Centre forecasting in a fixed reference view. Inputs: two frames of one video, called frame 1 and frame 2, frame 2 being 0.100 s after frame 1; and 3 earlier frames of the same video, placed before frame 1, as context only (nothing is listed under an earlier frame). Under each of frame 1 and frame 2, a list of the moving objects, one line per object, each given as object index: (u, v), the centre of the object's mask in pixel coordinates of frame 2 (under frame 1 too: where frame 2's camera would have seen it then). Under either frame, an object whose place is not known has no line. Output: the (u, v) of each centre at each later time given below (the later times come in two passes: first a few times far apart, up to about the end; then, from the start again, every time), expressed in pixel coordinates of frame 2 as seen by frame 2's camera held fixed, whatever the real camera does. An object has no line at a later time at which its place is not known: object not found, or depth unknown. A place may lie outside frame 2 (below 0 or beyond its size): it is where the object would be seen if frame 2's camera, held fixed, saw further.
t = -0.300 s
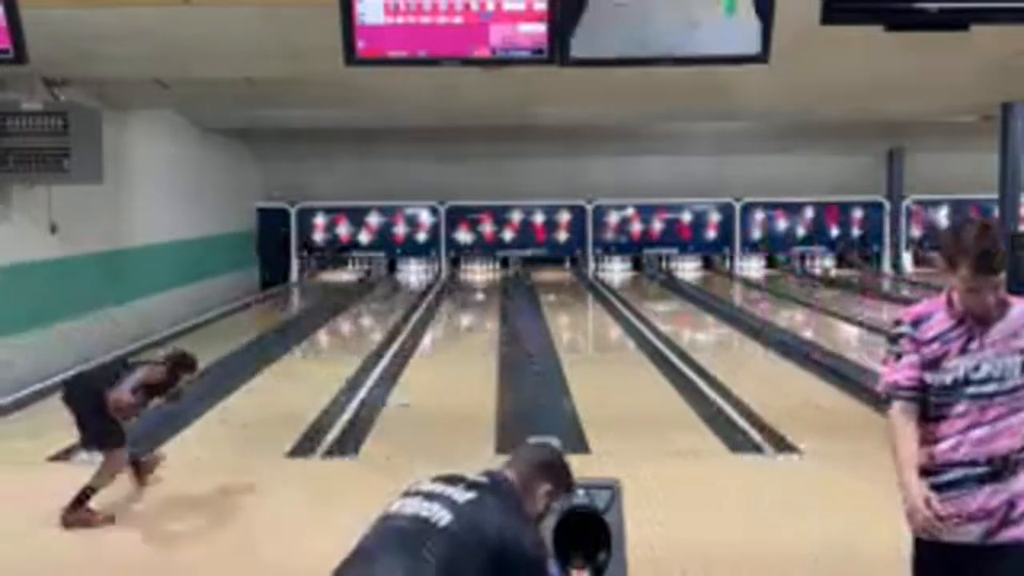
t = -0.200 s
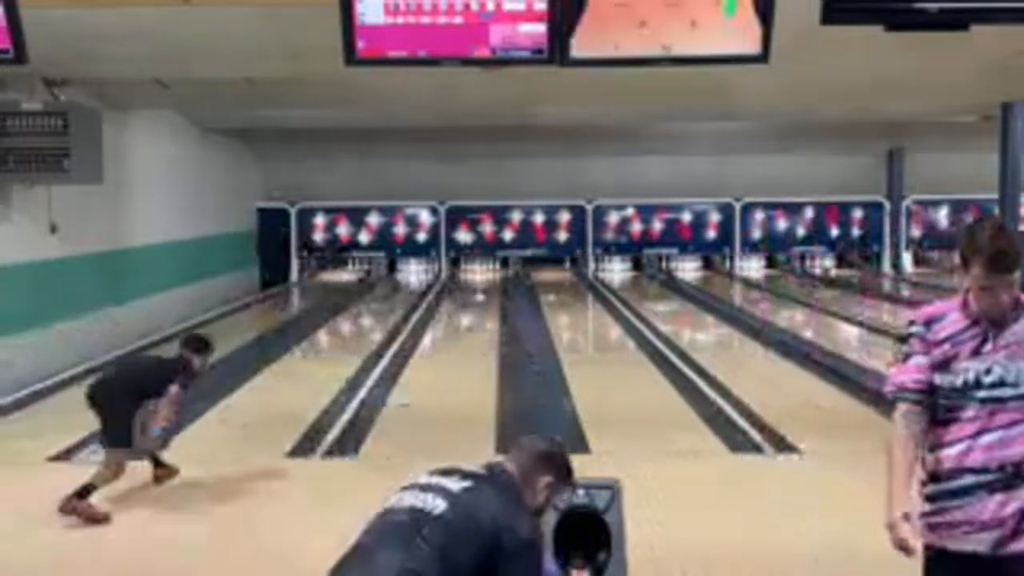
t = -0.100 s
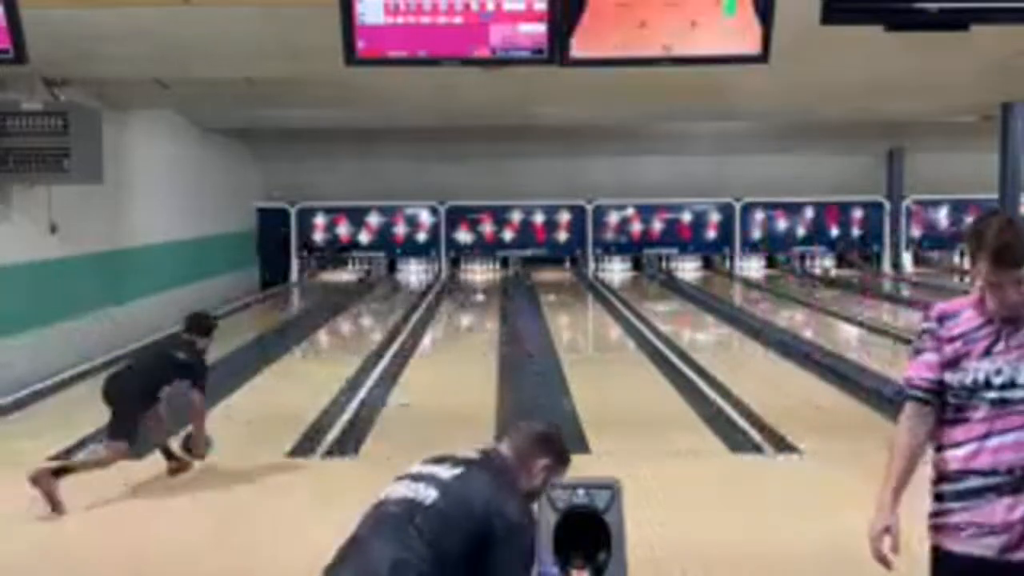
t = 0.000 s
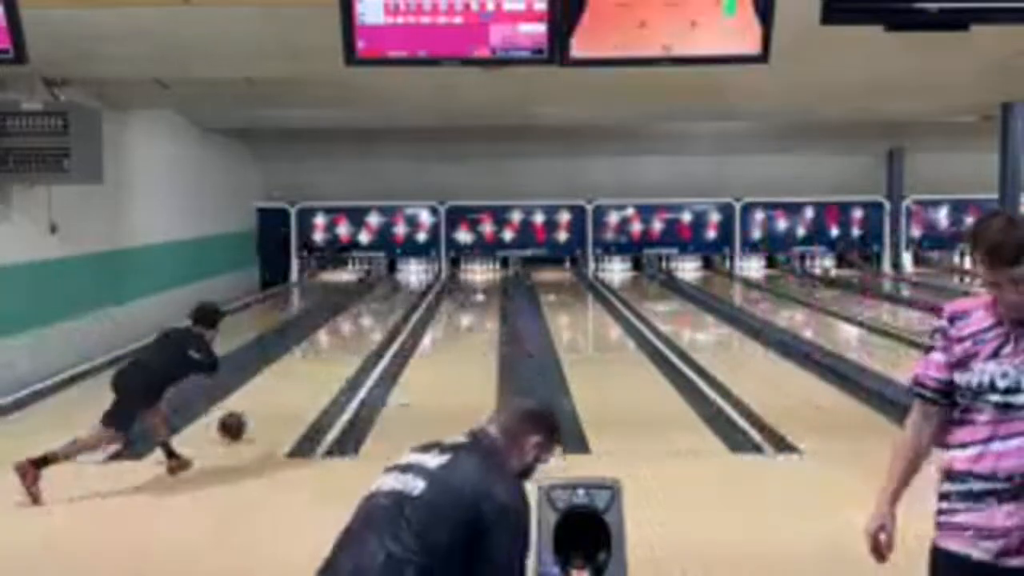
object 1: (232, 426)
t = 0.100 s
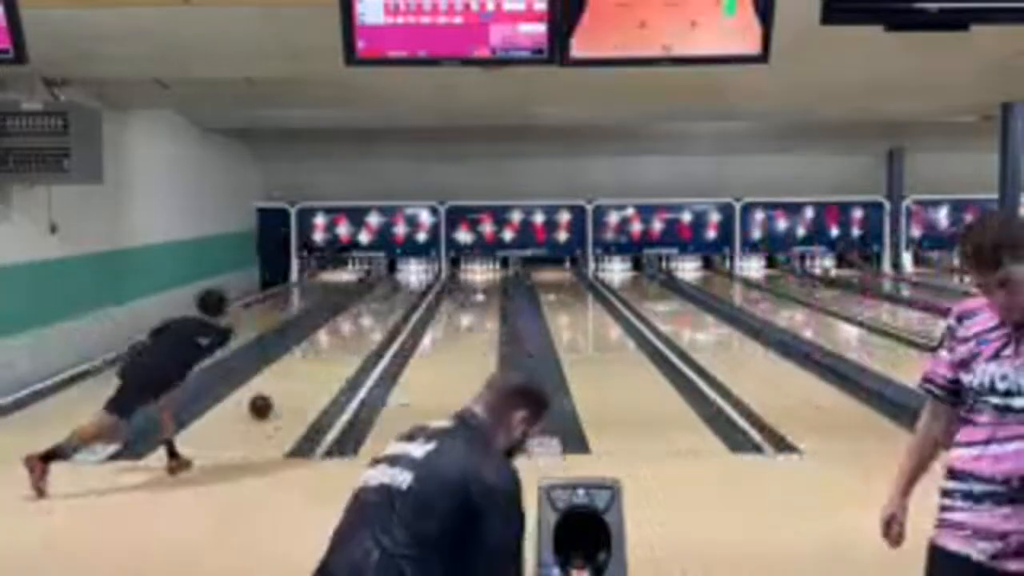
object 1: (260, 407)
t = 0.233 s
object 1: (291, 383)
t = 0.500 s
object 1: (335, 349)
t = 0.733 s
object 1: (361, 327)
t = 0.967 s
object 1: (378, 314)
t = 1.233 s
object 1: (390, 303)
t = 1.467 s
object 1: (407, 289)
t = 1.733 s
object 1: (416, 283)
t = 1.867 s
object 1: (418, 279)
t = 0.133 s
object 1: (269, 401)
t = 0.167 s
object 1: (277, 395)
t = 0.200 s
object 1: (284, 389)
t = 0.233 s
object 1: (291, 383)
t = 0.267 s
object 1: (297, 378)
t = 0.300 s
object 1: (304, 372)
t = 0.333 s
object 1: (310, 368)
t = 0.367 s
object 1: (315, 364)
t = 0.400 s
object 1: (321, 359)
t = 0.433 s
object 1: (326, 355)
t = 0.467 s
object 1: (330, 351)
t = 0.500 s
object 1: (335, 349)
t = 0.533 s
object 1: (339, 345)
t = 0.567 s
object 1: (343, 341)
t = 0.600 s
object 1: (347, 339)
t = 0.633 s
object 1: (351, 335)
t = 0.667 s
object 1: (355, 333)
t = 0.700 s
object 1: (357, 331)
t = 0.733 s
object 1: (361, 327)
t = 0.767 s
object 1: (363, 325)
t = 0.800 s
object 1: (368, 321)
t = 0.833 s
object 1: (372, 319)
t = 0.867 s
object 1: (374, 318)
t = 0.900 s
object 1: (376, 316)
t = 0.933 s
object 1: (378, 315)
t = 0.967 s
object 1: (378, 314)
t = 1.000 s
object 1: (378, 313)
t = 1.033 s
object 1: (382, 311)
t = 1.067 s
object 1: (387, 306)
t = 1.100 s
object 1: (385, 305)
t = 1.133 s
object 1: (388, 303)
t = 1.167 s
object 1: (389, 303)
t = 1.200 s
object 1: (390, 303)
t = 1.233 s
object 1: (390, 303)
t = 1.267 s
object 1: (392, 299)
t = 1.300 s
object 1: (392, 299)
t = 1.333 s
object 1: (394, 302)
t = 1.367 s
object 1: (395, 302)
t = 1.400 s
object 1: (401, 294)
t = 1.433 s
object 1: (402, 292)
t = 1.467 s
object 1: (407, 289)
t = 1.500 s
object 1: (405, 290)
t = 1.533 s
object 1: (409, 287)
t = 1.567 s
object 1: (409, 287)
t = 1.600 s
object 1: (410, 288)
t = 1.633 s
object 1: (410, 288)
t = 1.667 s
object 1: (412, 286)
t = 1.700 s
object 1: (414, 286)
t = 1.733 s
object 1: (416, 283)
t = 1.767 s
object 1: (416, 282)
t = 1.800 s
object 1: (419, 280)
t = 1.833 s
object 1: (419, 280)
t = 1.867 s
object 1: (418, 279)
